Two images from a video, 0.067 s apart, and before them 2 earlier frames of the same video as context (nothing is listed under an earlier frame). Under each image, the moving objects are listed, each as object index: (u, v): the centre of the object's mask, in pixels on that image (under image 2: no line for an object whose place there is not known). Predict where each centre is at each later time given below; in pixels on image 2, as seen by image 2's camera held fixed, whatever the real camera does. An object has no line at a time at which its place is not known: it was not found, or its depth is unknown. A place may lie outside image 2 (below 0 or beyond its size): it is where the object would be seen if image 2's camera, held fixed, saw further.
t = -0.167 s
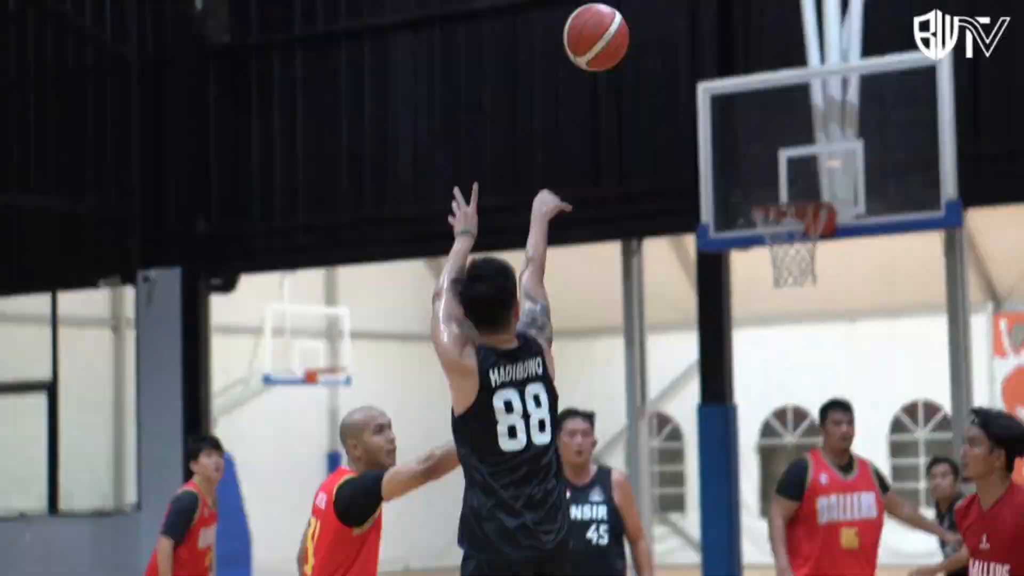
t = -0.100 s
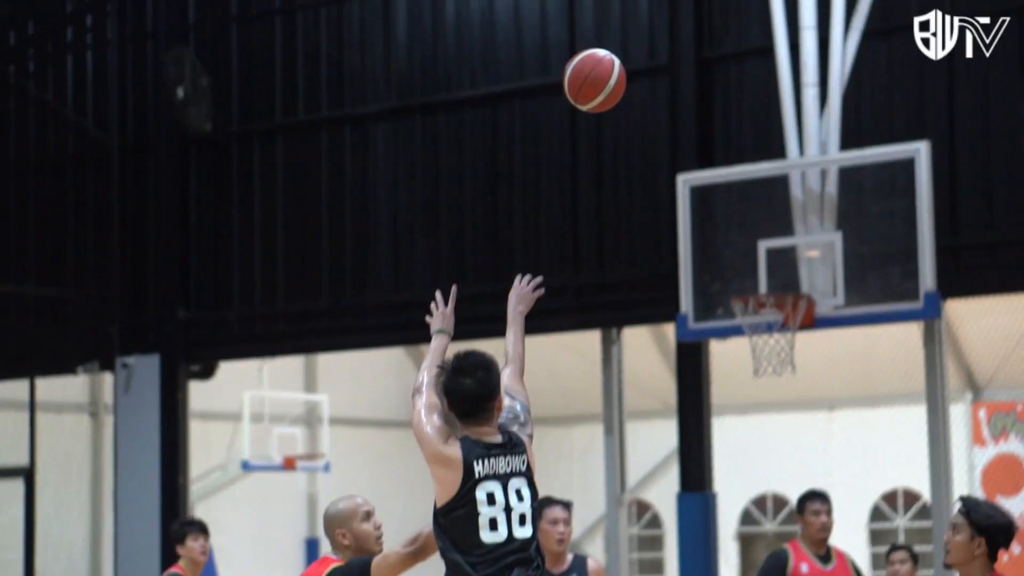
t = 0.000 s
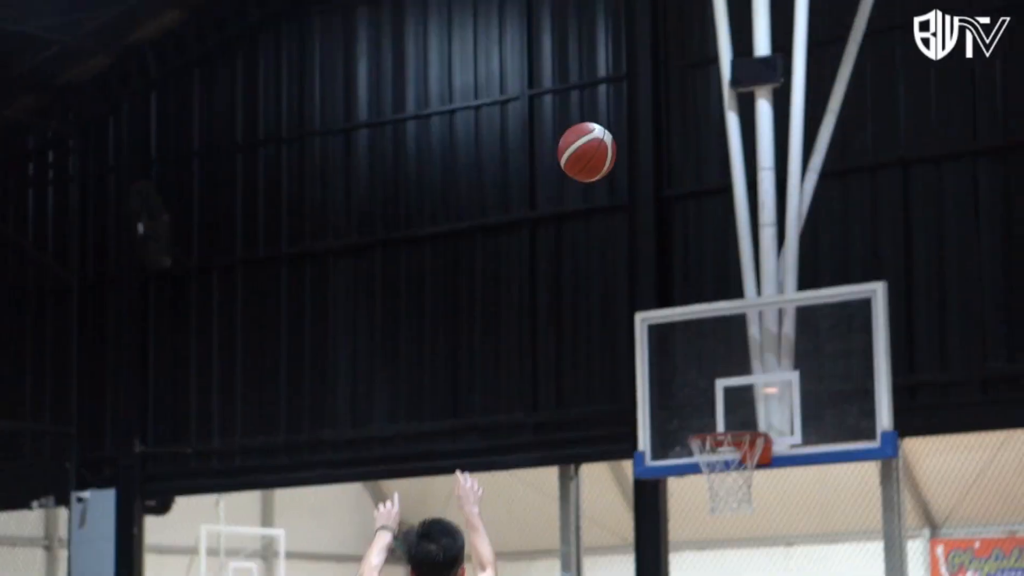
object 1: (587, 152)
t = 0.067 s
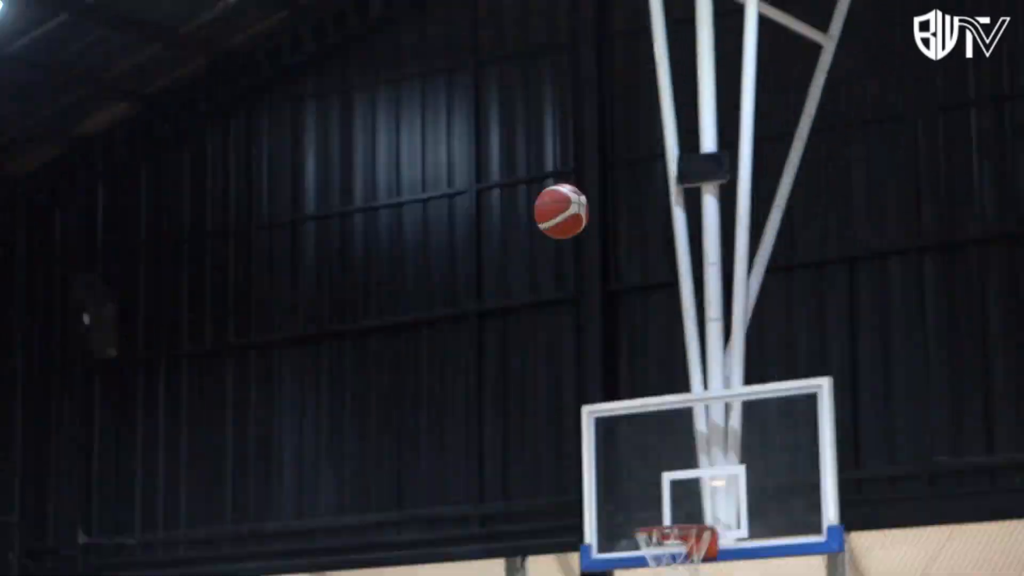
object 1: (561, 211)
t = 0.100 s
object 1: (564, 208)
